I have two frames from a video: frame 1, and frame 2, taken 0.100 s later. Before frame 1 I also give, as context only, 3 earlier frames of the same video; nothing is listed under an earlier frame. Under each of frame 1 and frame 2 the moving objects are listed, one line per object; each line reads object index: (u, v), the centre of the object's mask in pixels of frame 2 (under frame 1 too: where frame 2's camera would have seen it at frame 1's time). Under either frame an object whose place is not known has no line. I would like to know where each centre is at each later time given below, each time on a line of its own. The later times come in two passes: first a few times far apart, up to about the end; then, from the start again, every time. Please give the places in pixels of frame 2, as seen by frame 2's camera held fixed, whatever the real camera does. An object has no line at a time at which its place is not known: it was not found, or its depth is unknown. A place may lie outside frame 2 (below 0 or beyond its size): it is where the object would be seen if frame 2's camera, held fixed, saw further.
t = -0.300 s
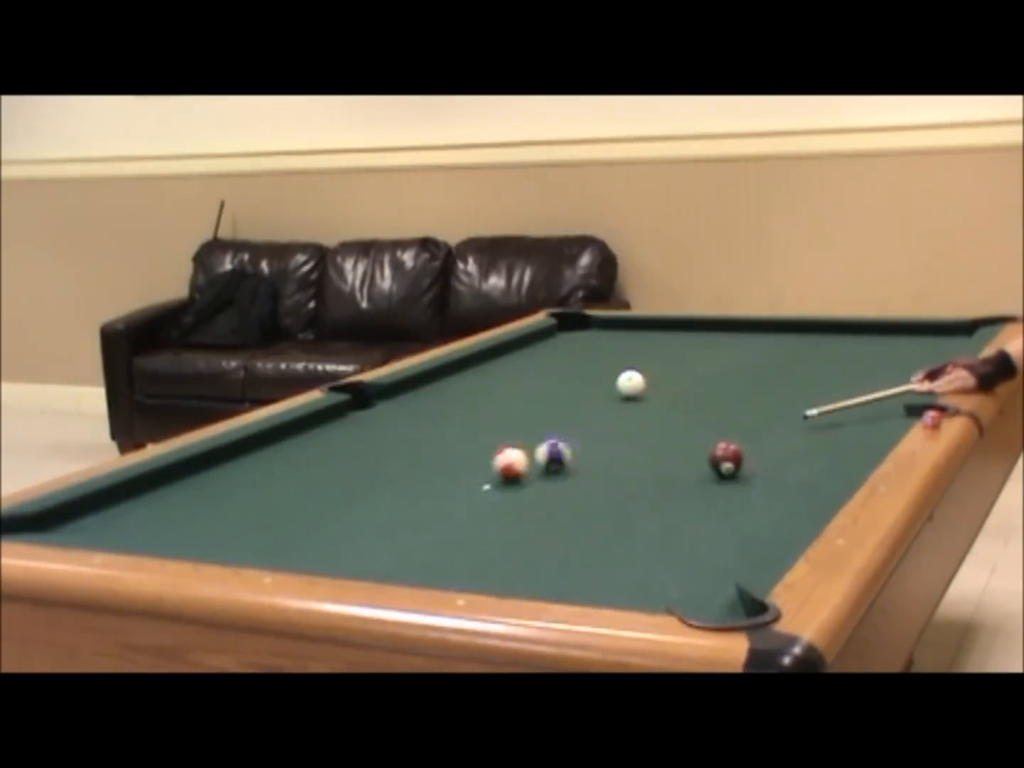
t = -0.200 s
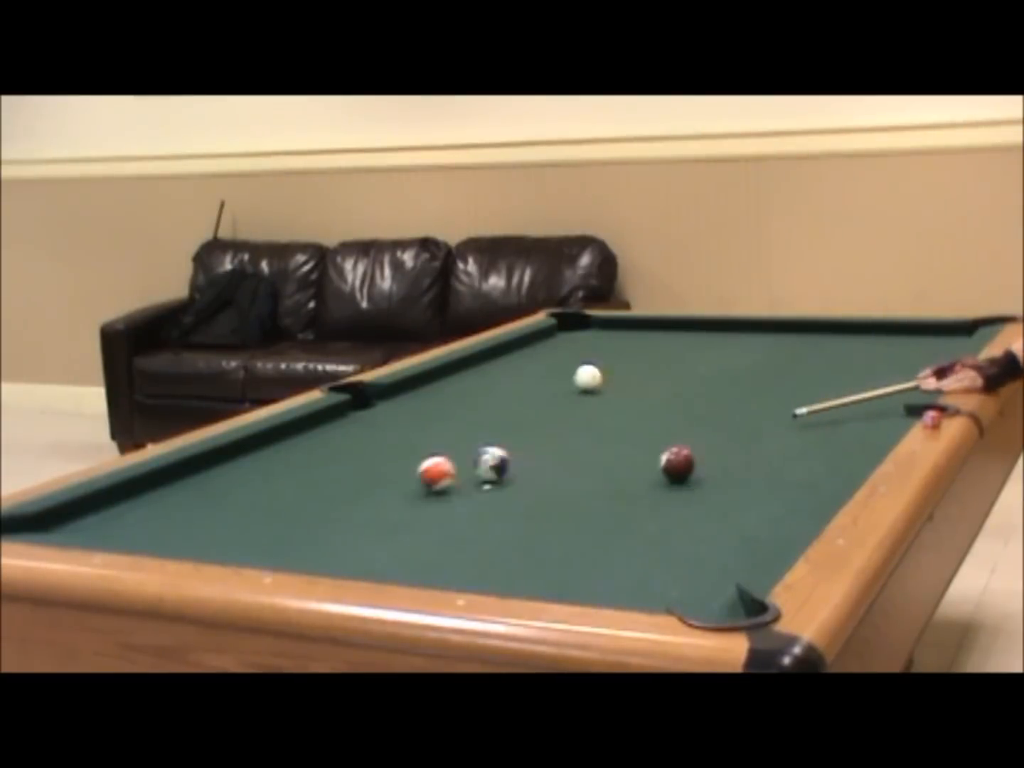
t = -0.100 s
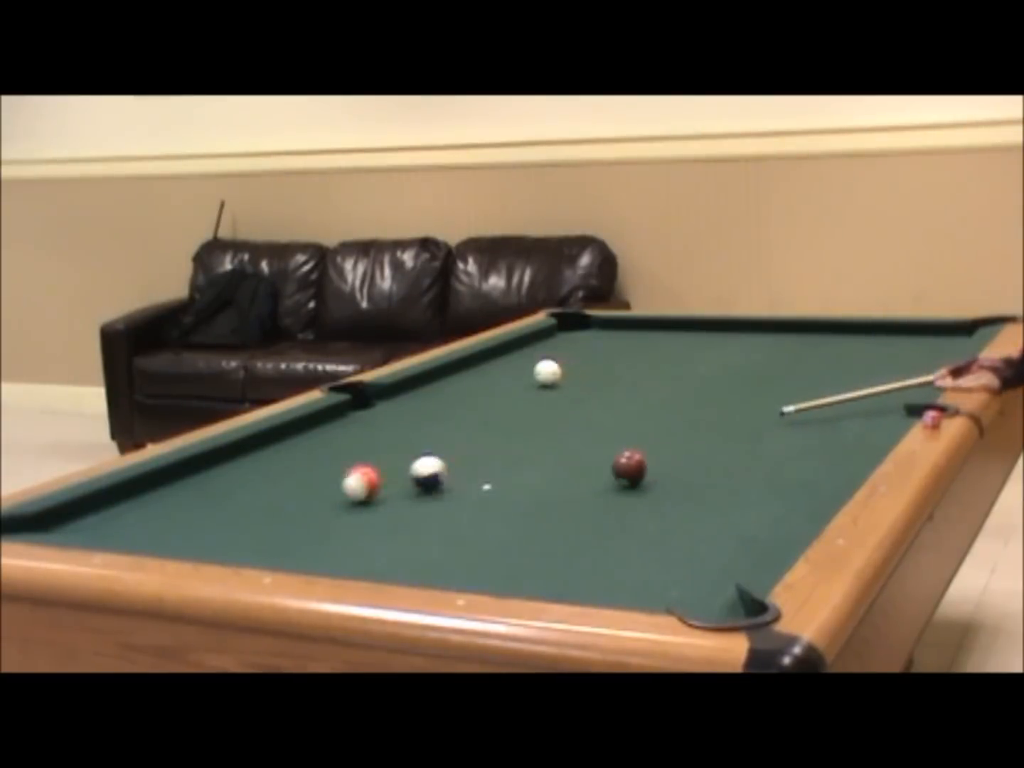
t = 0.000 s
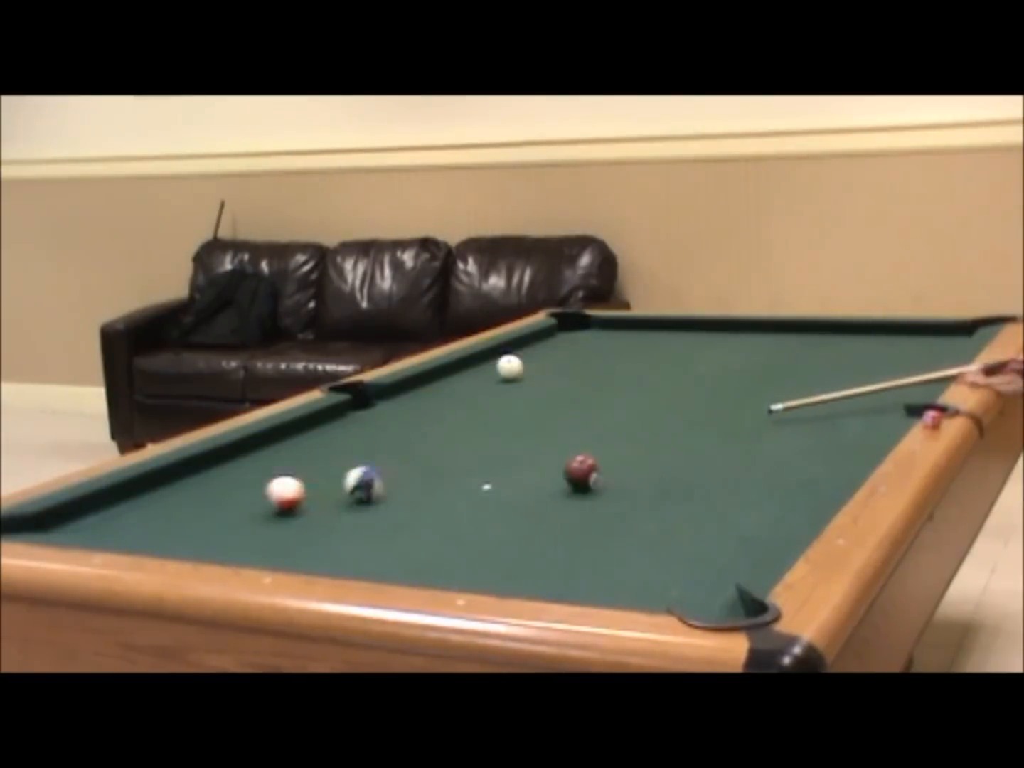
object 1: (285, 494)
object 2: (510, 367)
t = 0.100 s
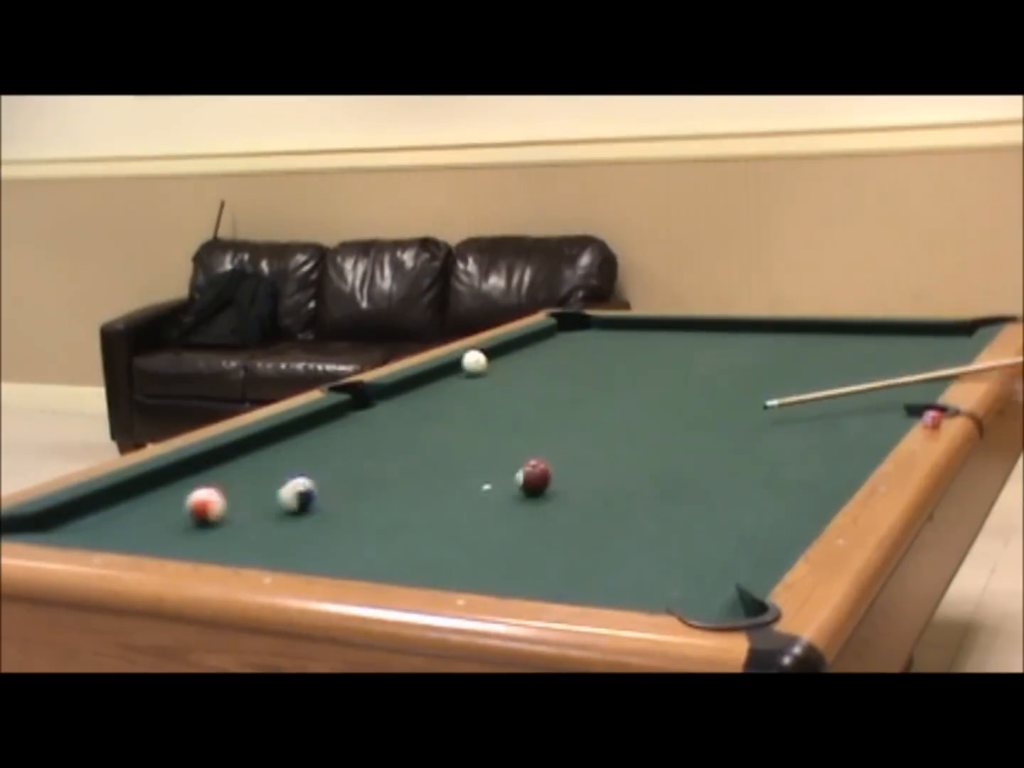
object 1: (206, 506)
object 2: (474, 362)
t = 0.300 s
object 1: (39, 522)
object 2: (535, 351)
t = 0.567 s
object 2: (627, 338)
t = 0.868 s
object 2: (718, 324)
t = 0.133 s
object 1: (180, 509)
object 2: (467, 361)
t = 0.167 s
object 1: (150, 513)
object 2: (483, 358)
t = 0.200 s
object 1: (125, 517)
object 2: (498, 357)
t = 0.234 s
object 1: (97, 519)
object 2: (510, 355)
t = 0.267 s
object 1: (70, 521)
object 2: (523, 353)
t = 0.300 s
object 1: (39, 522)
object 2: (535, 351)
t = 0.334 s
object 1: (16, 523)
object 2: (547, 350)
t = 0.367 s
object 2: (559, 348)
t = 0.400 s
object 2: (570, 346)
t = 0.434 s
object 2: (582, 344)
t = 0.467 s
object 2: (594, 343)
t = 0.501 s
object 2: (605, 341)
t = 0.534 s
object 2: (616, 340)
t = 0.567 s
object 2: (627, 338)
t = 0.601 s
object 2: (637, 337)
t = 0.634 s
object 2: (648, 335)
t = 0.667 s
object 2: (658, 333)
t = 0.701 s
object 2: (669, 332)
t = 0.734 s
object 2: (679, 330)
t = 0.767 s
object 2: (689, 328)
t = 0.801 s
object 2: (699, 327)
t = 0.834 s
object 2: (708, 326)
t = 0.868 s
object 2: (718, 324)
